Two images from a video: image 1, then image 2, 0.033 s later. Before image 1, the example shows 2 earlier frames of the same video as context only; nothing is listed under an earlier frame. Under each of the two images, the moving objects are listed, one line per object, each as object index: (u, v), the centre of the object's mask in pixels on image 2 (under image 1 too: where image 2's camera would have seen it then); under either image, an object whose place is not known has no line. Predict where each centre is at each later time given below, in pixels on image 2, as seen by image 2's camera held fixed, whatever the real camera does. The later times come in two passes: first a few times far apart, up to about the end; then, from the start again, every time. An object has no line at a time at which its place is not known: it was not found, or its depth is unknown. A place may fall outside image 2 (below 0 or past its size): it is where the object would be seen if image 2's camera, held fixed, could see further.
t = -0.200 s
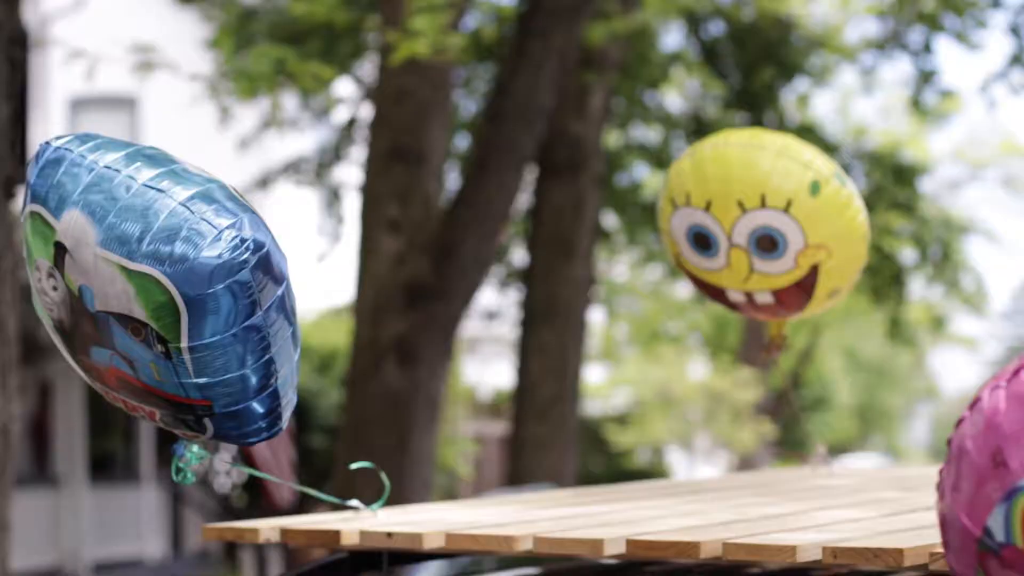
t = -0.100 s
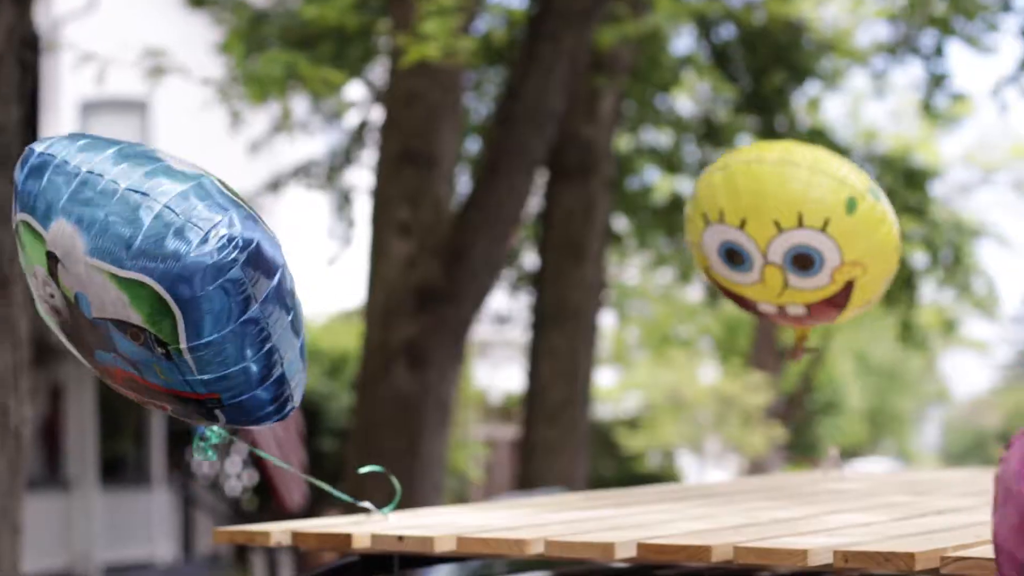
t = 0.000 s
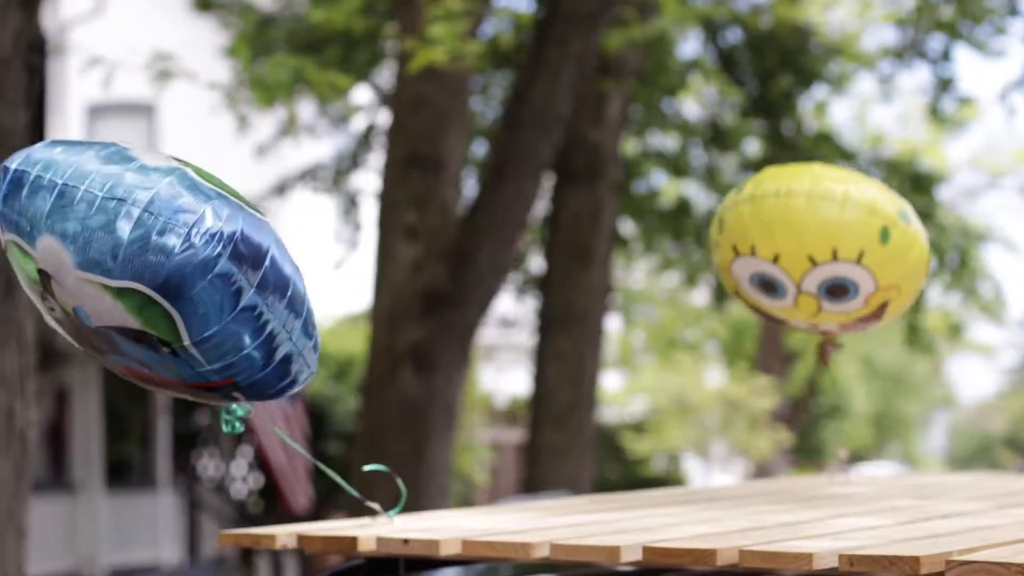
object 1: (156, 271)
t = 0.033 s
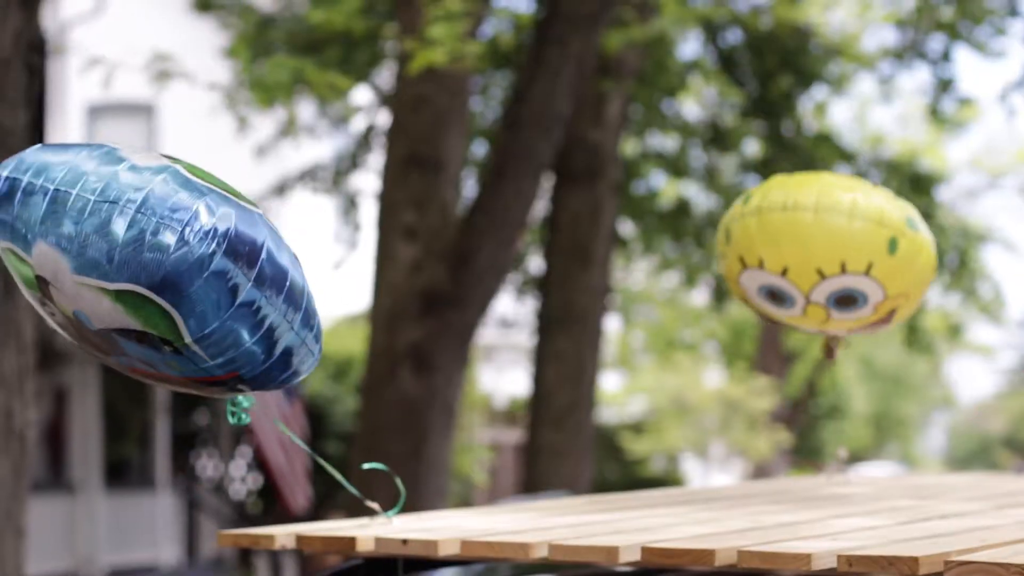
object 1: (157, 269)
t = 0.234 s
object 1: (166, 250)
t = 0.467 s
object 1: (208, 214)
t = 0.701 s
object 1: (253, 163)
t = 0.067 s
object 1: (158, 266)
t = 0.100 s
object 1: (159, 264)
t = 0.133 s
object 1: (161, 261)
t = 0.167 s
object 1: (161, 257)
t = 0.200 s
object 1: (163, 254)
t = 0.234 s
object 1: (166, 250)
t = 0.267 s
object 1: (169, 245)
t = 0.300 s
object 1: (173, 240)
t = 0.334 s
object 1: (178, 235)
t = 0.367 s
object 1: (185, 232)
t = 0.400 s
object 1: (192, 227)
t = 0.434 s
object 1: (199, 220)
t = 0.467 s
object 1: (208, 214)
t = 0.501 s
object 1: (216, 206)
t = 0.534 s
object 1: (224, 198)
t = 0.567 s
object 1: (231, 189)
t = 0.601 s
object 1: (238, 181)
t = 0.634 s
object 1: (243, 174)
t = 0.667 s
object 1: (248, 168)
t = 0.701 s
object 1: (253, 163)
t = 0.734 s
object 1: (255, 159)
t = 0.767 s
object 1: (258, 158)
